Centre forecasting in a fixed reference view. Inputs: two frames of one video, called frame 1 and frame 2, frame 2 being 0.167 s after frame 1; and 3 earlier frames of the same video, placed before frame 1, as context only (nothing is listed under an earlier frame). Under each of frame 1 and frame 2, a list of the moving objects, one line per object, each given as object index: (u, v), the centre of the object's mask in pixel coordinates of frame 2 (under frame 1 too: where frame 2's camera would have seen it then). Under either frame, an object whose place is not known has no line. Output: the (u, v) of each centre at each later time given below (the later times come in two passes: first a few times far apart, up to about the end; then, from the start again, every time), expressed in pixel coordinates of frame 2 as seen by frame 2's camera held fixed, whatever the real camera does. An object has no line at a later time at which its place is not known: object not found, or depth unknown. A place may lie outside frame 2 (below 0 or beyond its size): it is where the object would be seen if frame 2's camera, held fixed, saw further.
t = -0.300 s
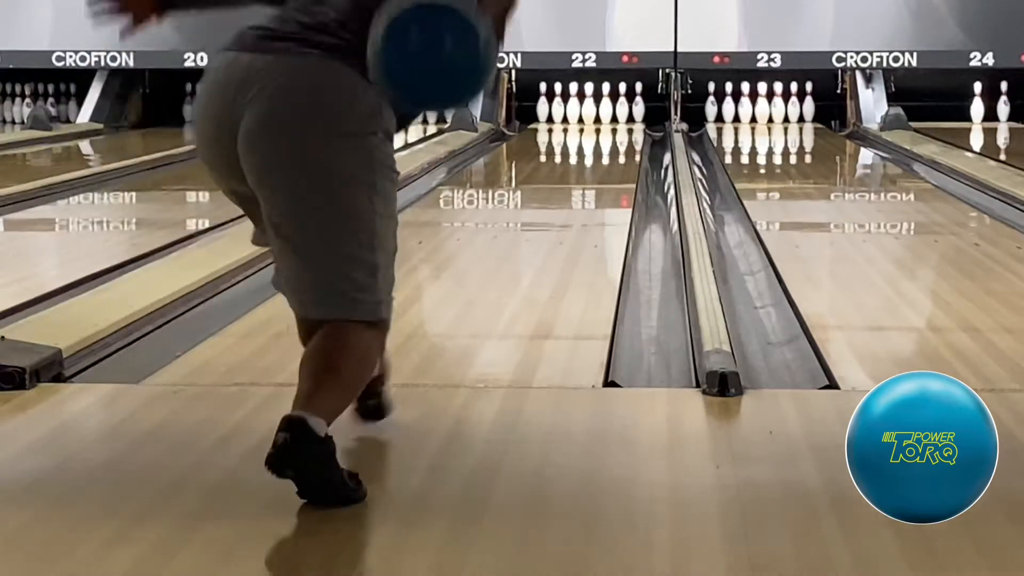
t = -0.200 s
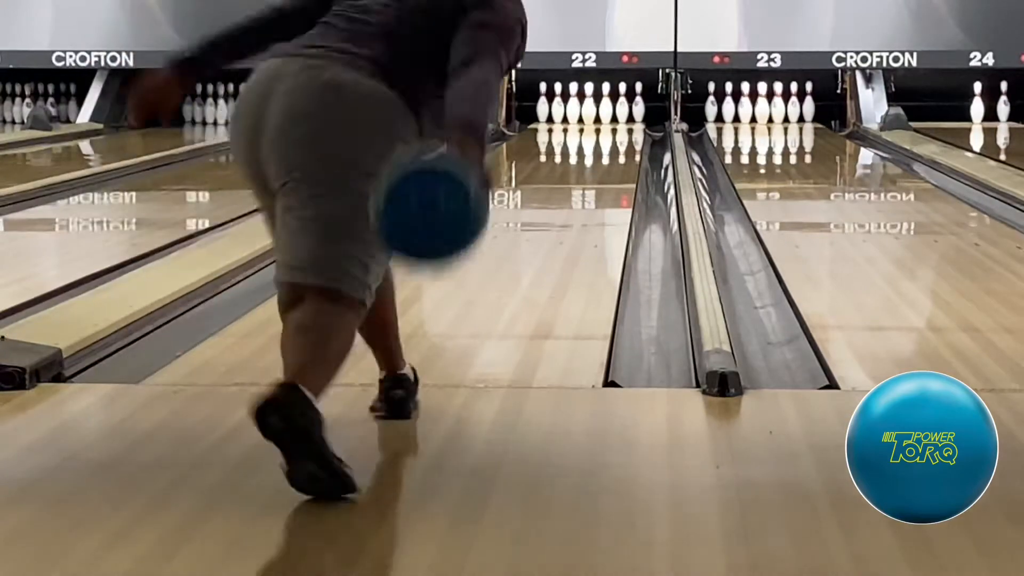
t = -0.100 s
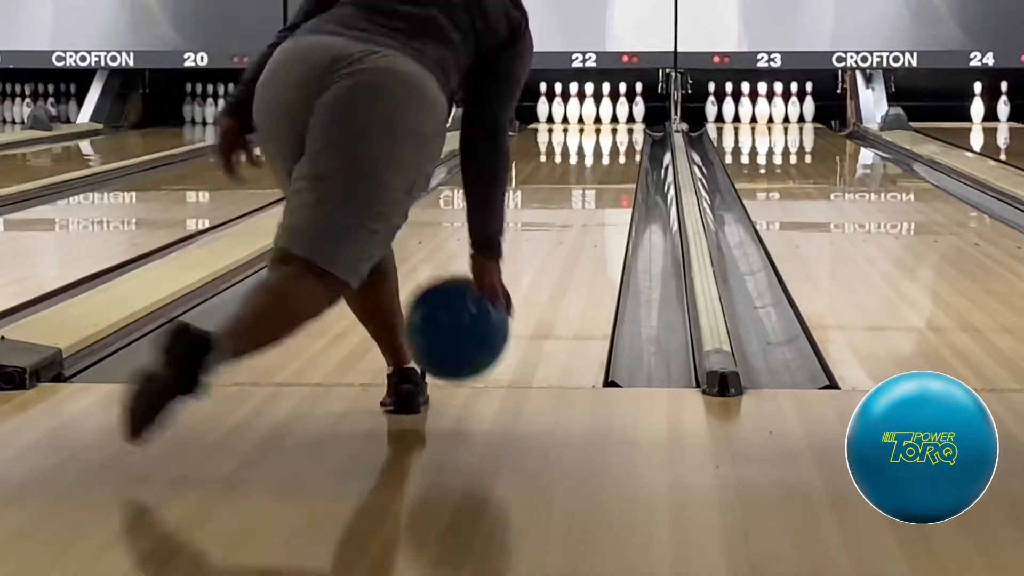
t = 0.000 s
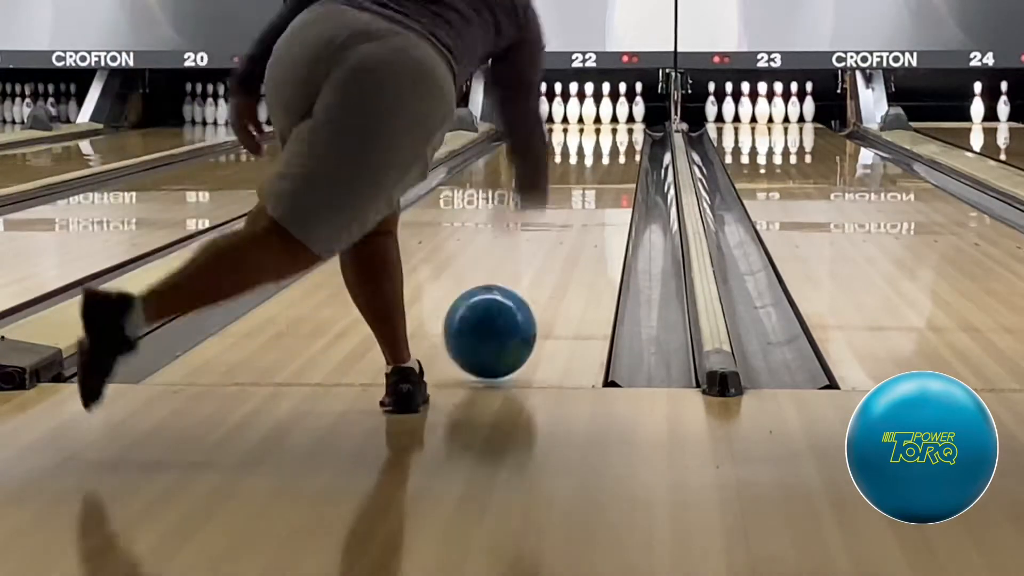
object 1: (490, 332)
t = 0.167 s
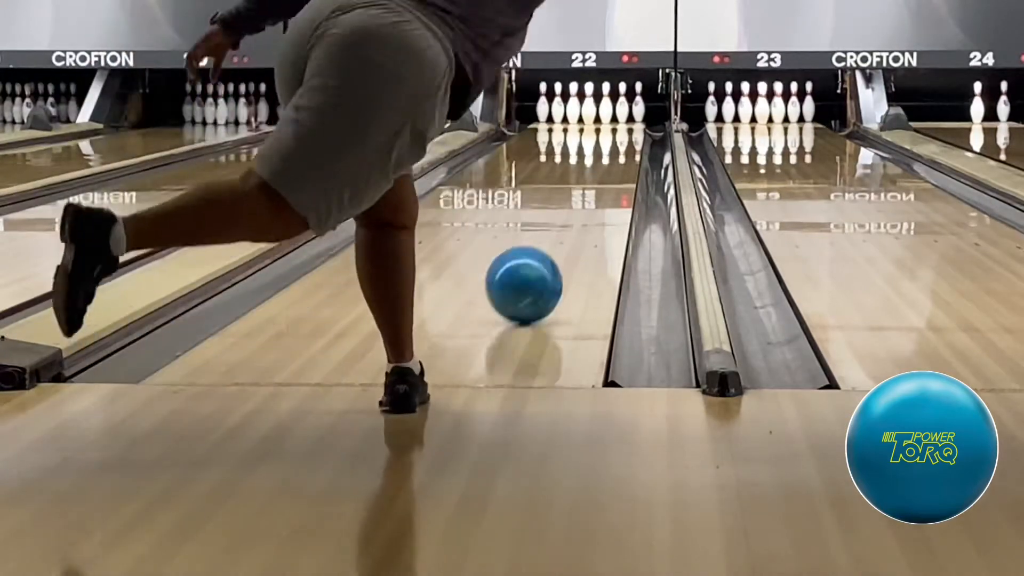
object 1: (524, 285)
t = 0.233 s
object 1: (534, 270)
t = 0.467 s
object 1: (561, 228)
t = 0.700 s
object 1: (578, 200)
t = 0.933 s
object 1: (589, 179)
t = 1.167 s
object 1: (597, 163)
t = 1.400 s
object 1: (602, 150)
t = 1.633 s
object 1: (605, 141)
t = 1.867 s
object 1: (606, 131)
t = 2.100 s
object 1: (605, 125)
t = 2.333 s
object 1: (600, 119)
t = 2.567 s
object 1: (593, 113)
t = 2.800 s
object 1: (583, 111)
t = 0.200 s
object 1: (529, 277)
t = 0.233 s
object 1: (534, 270)
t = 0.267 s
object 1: (539, 262)
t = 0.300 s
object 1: (543, 255)
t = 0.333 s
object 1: (547, 249)
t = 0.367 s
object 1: (551, 243)
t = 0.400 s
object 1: (554, 238)
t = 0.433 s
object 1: (558, 233)
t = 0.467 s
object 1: (561, 228)
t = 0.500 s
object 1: (564, 224)
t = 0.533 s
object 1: (566, 219)
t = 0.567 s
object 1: (569, 215)
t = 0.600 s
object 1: (571, 210)
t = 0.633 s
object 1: (574, 206)
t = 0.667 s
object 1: (576, 203)
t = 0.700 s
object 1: (578, 200)
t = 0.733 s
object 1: (580, 197)
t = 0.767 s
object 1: (582, 193)
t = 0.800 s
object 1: (583, 191)
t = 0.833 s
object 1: (585, 187)
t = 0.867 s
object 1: (587, 184)
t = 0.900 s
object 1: (588, 181)
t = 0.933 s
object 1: (589, 179)
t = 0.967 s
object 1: (591, 176)
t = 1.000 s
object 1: (592, 173)
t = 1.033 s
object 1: (593, 171)
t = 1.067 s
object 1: (594, 168)
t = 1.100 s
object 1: (595, 166)
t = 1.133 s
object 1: (596, 165)
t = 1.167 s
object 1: (597, 163)
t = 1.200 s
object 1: (597, 161)
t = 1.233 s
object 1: (598, 159)
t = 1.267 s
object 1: (600, 157)
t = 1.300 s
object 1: (600, 155)
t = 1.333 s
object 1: (601, 153)
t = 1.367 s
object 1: (601, 151)
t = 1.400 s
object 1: (602, 150)
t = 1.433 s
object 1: (603, 148)
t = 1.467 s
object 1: (603, 146)
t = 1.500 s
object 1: (604, 145)
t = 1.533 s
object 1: (604, 144)
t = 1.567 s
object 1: (605, 143)
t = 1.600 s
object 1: (605, 141)
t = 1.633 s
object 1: (605, 141)
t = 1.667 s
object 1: (606, 139)
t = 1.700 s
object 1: (606, 138)
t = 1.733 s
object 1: (606, 137)
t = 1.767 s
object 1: (606, 136)
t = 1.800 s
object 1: (606, 135)
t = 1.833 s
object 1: (606, 133)
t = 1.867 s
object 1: (606, 131)
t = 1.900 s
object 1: (606, 130)
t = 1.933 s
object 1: (606, 130)
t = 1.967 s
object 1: (606, 128)
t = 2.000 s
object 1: (606, 127)
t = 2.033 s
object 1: (606, 126)
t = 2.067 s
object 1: (606, 126)
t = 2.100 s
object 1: (605, 125)
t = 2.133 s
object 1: (605, 124)
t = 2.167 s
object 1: (605, 123)
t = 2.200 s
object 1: (604, 123)
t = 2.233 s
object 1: (603, 121)
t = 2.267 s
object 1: (602, 120)
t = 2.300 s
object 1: (601, 119)
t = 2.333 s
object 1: (600, 119)
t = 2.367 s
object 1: (599, 118)
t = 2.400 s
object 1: (598, 117)
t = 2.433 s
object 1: (596, 116)
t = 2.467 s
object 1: (596, 115)
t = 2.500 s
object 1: (594, 115)
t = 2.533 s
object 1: (593, 114)
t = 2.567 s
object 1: (593, 113)
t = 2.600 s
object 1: (593, 113)
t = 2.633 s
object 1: (591, 112)
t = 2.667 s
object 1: (589, 112)
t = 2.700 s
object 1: (587, 112)
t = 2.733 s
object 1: (585, 112)
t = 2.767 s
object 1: (583, 112)
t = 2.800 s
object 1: (583, 111)
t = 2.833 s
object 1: (581, 110)
